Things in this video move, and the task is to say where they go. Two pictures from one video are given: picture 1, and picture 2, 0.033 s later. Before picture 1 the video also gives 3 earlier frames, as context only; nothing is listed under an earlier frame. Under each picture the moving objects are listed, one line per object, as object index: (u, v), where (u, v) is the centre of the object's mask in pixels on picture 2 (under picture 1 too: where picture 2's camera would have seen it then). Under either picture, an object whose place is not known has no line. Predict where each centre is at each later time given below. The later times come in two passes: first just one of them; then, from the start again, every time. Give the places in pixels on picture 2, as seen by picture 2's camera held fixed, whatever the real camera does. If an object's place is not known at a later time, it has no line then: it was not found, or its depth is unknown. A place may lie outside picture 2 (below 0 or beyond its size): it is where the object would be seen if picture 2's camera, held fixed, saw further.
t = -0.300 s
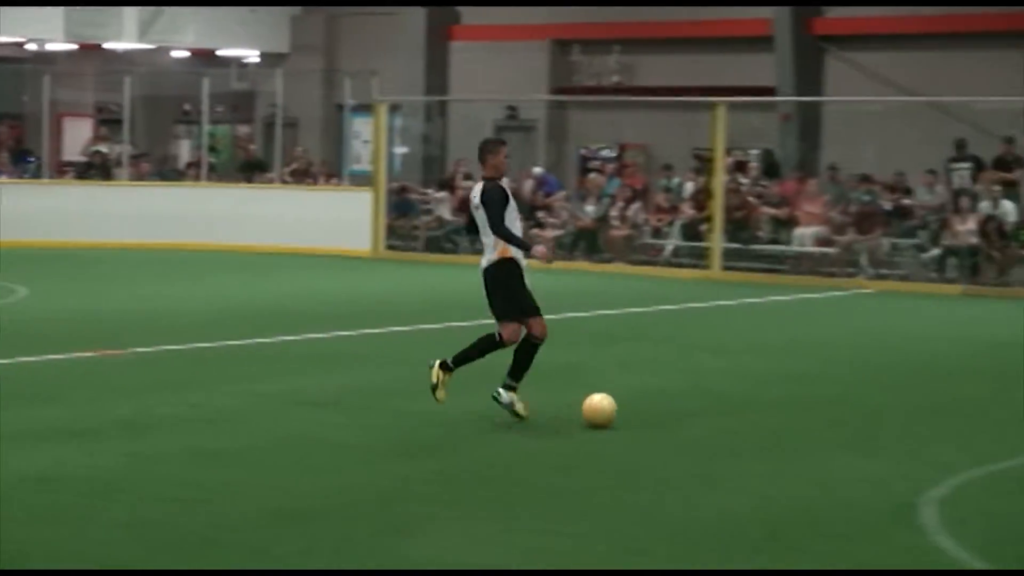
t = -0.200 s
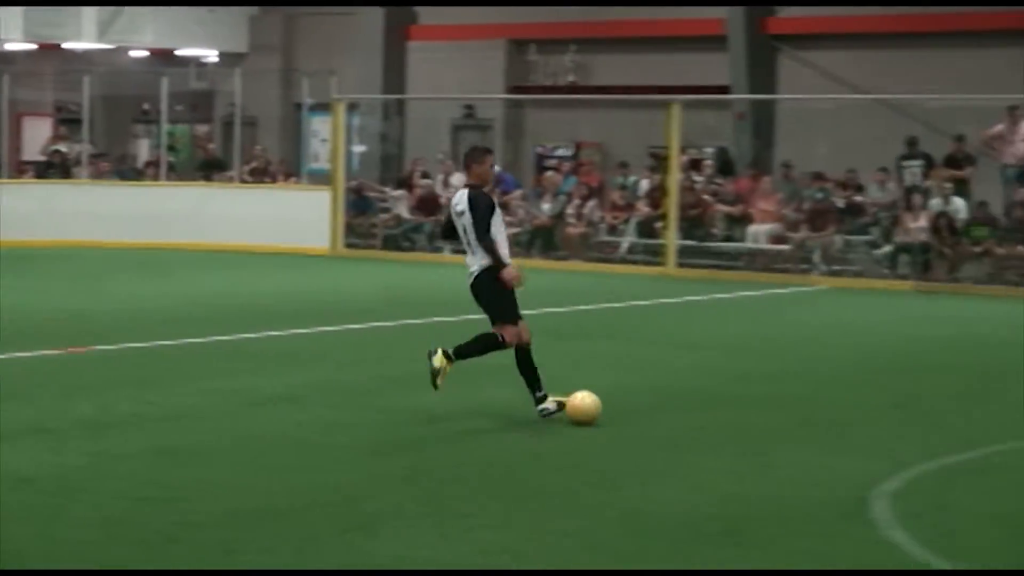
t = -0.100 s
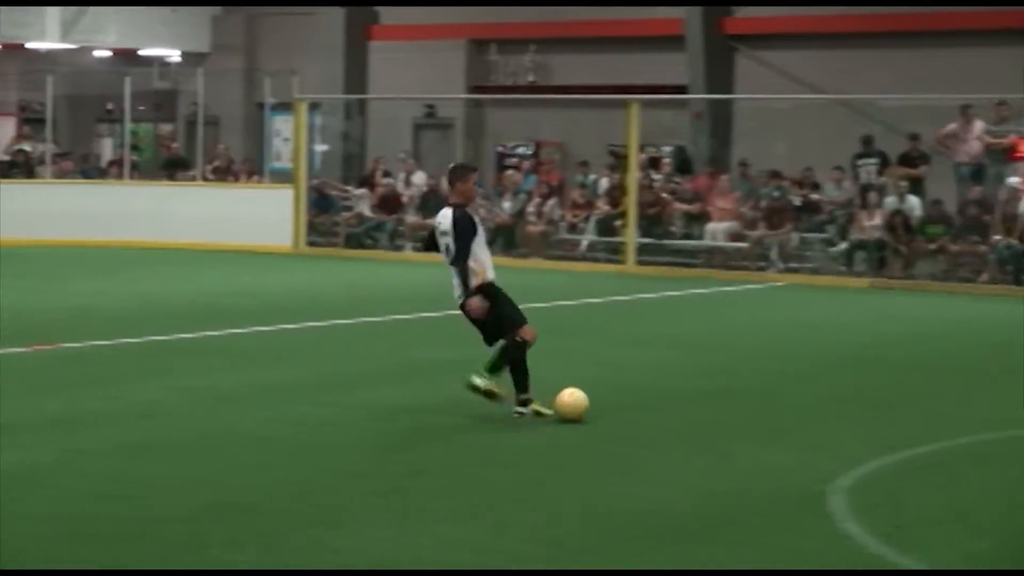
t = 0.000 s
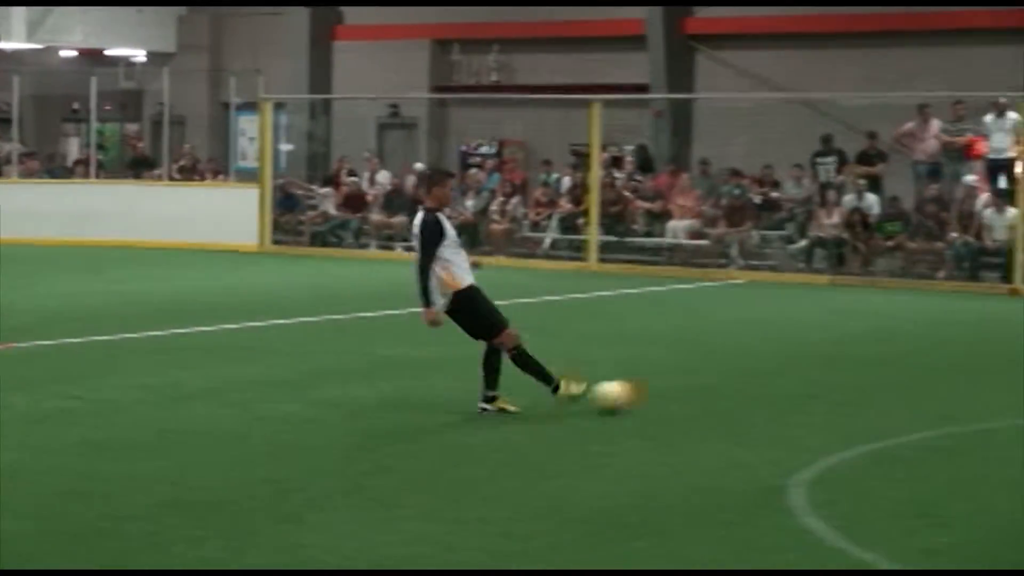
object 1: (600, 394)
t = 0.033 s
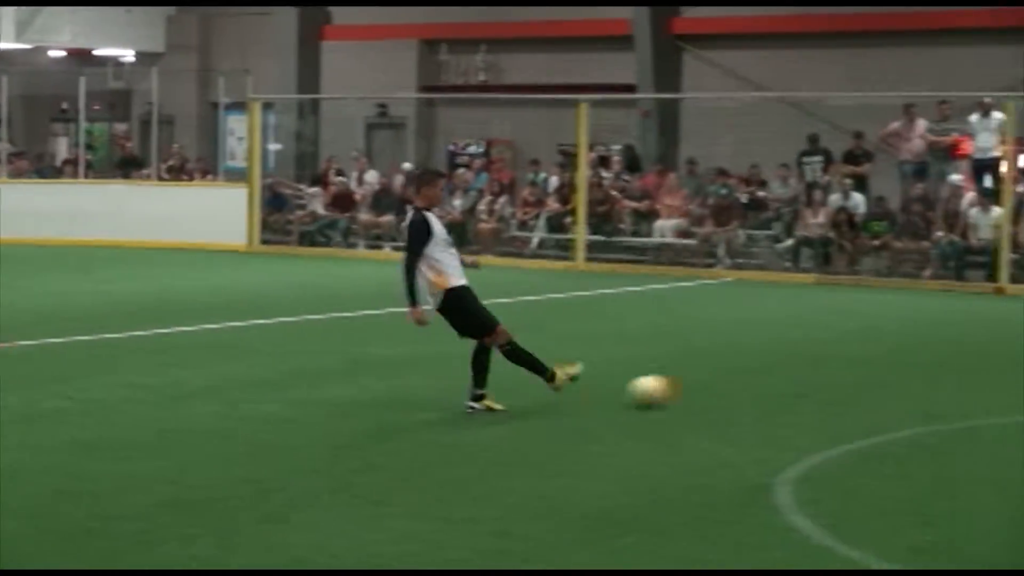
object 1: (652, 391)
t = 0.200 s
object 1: (863, 376)
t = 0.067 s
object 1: (699, 387)
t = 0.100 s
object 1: (741, 385)
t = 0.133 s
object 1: (784, 382)
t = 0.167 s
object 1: (823, 378)
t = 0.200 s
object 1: (863, 376)
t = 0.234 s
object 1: (899, 373)
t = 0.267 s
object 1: (933, 370)
